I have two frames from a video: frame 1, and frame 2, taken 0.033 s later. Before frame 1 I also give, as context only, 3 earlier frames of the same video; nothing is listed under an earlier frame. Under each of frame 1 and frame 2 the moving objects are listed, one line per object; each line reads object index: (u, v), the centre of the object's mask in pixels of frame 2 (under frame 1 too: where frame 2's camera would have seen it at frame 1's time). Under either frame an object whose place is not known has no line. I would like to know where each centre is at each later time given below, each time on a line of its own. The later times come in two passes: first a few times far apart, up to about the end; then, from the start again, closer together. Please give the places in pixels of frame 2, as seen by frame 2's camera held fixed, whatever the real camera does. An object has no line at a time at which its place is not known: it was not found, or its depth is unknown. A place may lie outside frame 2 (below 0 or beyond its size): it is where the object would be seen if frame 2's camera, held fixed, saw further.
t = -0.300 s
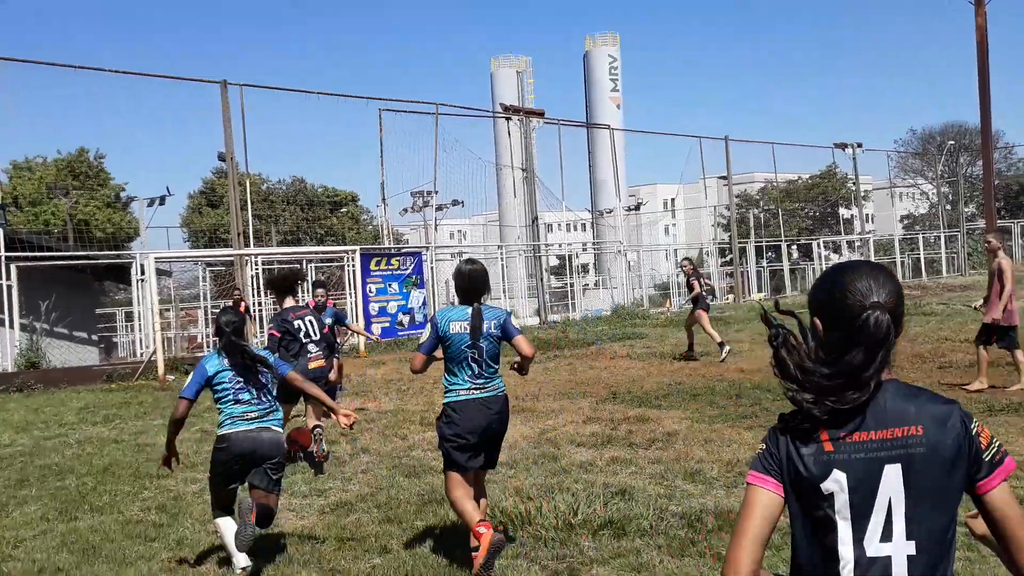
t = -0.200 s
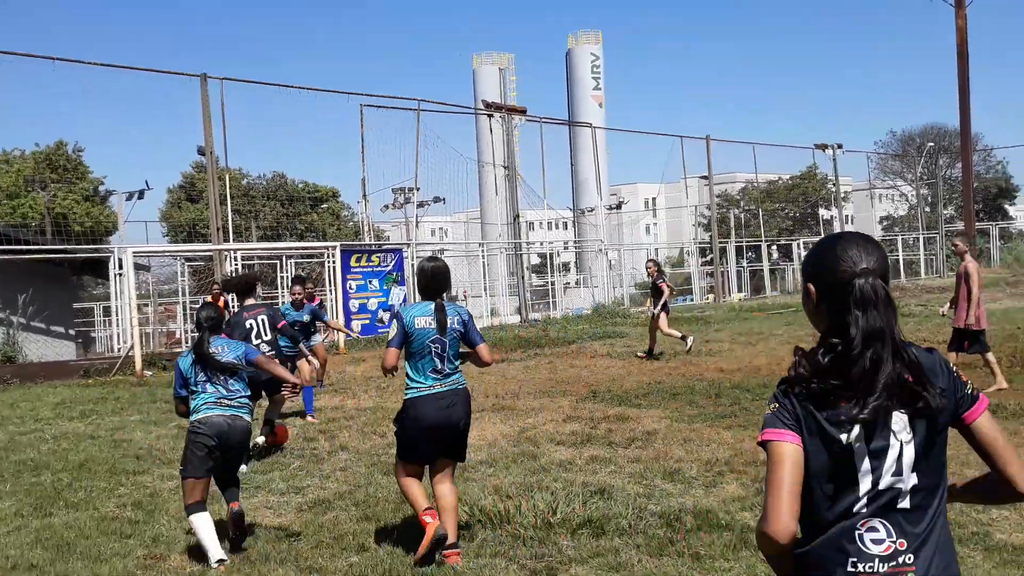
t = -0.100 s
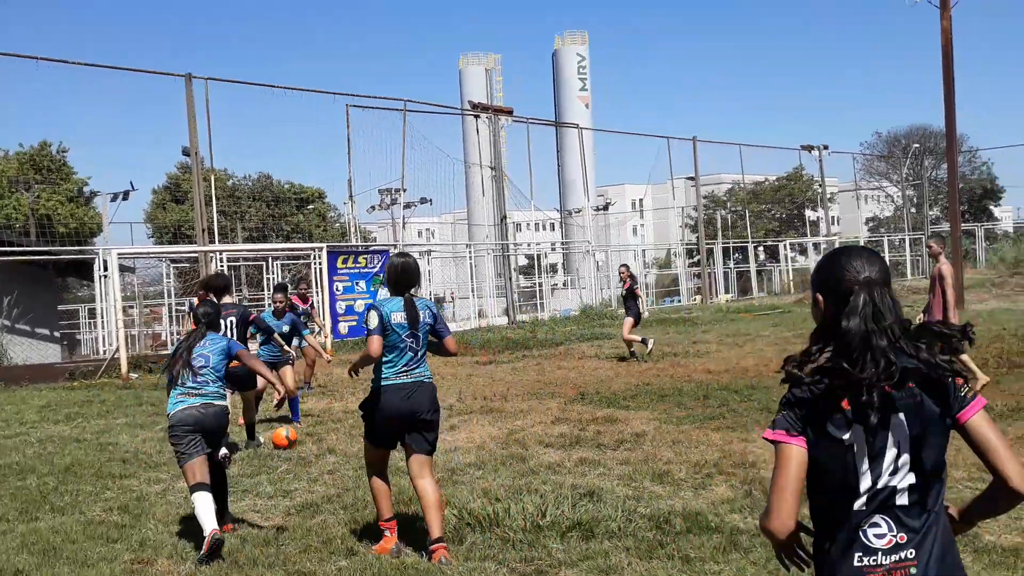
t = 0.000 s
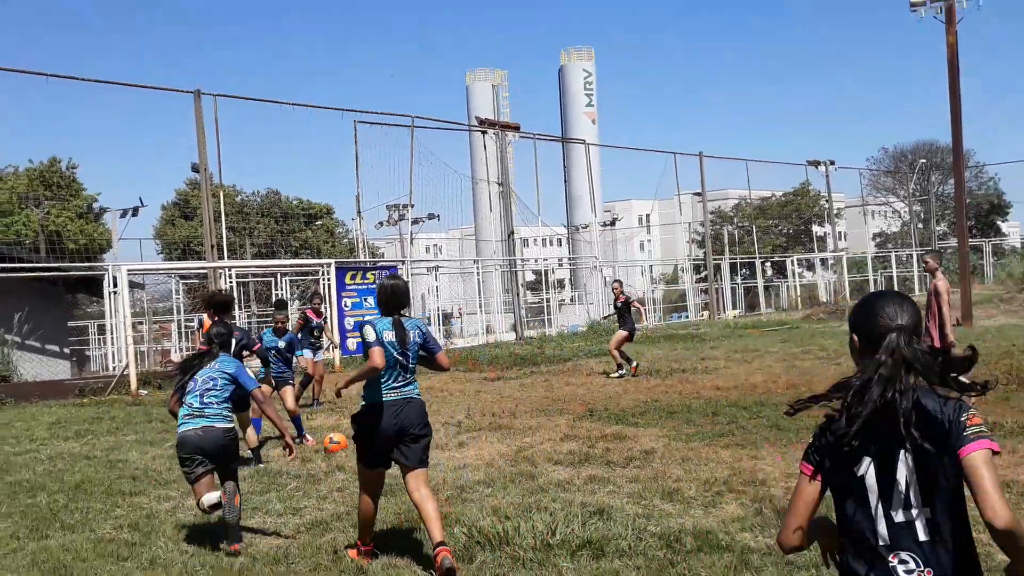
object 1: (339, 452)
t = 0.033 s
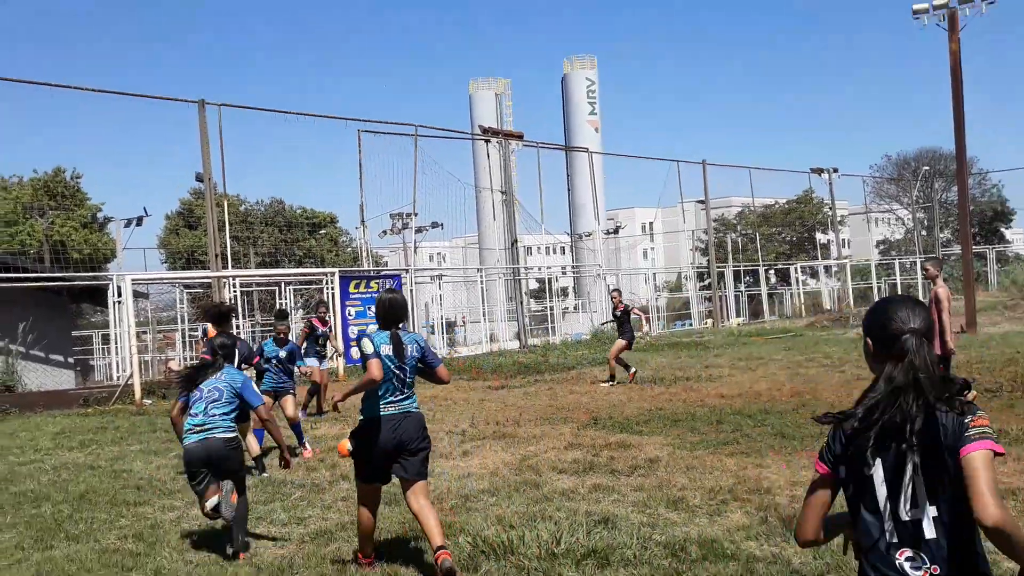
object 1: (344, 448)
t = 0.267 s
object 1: (407, 433)
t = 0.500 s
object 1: (446, 423)
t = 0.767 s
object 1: (487, 417)
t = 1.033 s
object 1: (521, 407)
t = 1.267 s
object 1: (547, 403)
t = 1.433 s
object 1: (564, 398)
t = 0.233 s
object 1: (404, 435)
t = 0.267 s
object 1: (407, 433)
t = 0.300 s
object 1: (411, 432)
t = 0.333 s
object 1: (417, 430)
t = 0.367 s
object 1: (424, 429)
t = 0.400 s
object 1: (430, 428)
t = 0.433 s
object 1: (436, 427)
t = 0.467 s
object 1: (441, 424)
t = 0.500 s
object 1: (446, 423)
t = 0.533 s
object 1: (451, 421)
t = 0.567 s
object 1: (457, 420)
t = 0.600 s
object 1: (462, 421)
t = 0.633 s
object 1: (467, 422)
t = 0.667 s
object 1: (472, 422)
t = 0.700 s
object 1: (477, 421)
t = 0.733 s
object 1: (481, 420)
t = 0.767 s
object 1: (487, 417)
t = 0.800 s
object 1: (492, 416)
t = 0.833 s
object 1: (496, 415)
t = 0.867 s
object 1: (500, 414)
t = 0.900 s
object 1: (505, 414)
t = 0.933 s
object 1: (509, 411)
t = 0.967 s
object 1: (513, 409)
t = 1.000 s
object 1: (517, 408)
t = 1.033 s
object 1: (521, 407)
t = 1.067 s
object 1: (524, 407)
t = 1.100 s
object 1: (528, 406)
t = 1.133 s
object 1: (532, 405)
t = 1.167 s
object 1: (536, 404)
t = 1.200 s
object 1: (539, 404)
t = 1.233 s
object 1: (543, 403)
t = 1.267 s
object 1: (547, 403)
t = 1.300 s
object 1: (551, 402)
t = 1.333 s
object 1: (554, 401)
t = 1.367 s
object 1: (557, 400)
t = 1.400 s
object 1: (561, 399)
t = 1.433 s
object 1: (564, 398)
